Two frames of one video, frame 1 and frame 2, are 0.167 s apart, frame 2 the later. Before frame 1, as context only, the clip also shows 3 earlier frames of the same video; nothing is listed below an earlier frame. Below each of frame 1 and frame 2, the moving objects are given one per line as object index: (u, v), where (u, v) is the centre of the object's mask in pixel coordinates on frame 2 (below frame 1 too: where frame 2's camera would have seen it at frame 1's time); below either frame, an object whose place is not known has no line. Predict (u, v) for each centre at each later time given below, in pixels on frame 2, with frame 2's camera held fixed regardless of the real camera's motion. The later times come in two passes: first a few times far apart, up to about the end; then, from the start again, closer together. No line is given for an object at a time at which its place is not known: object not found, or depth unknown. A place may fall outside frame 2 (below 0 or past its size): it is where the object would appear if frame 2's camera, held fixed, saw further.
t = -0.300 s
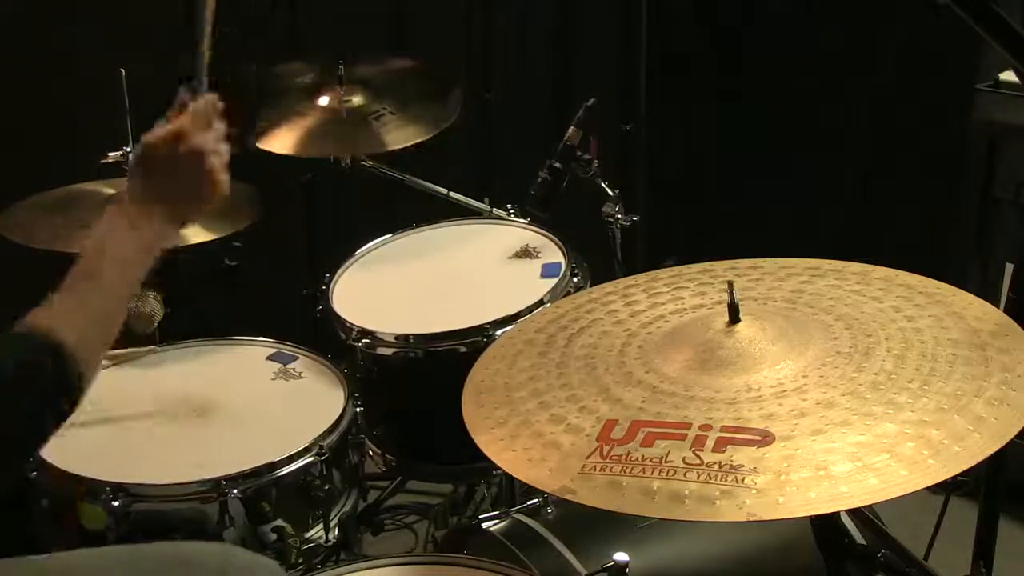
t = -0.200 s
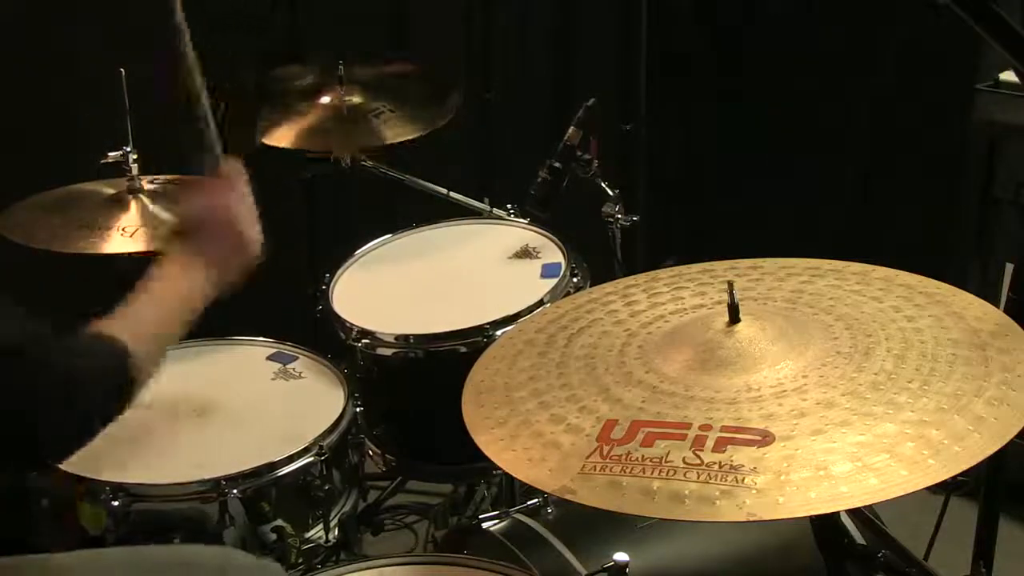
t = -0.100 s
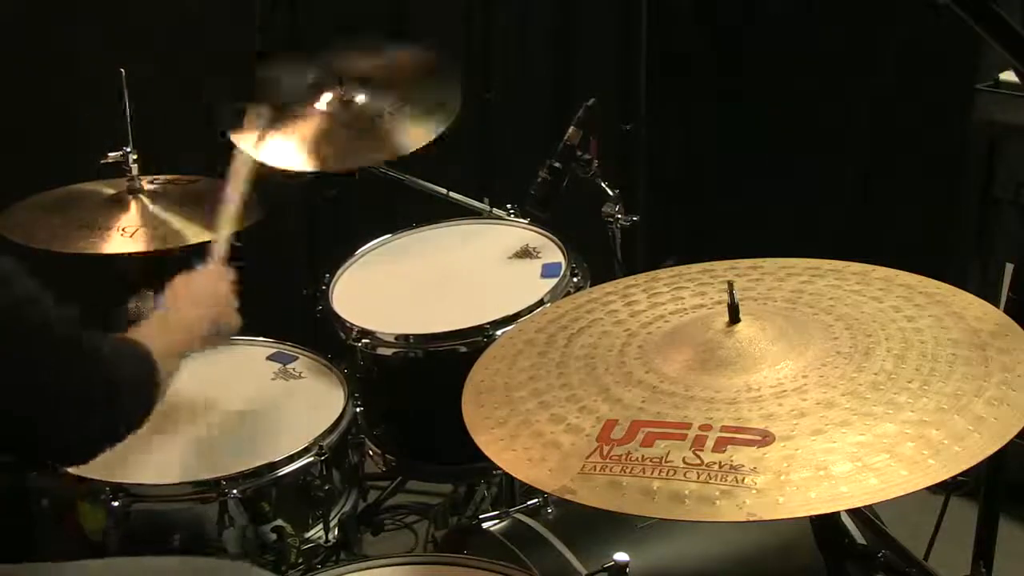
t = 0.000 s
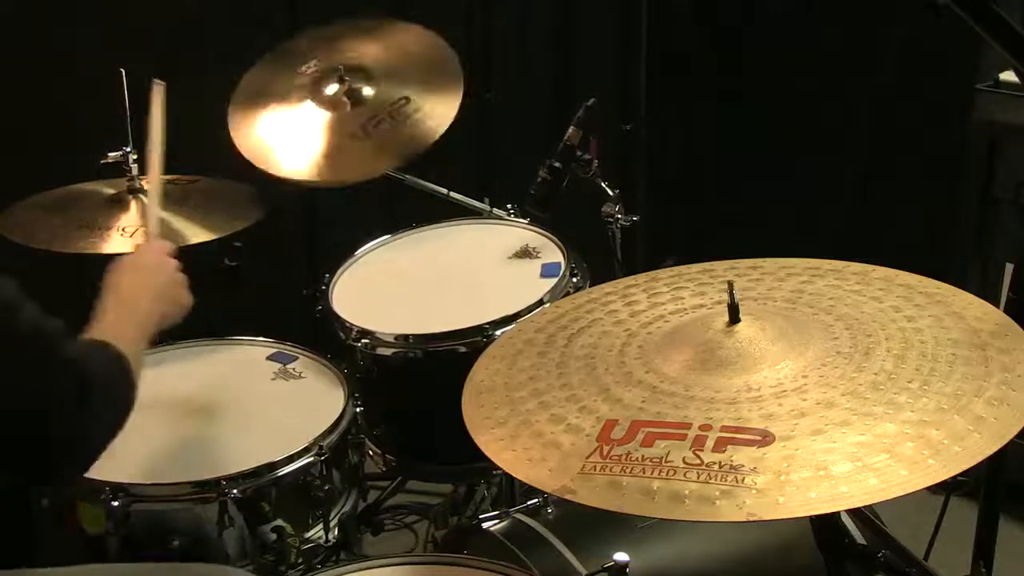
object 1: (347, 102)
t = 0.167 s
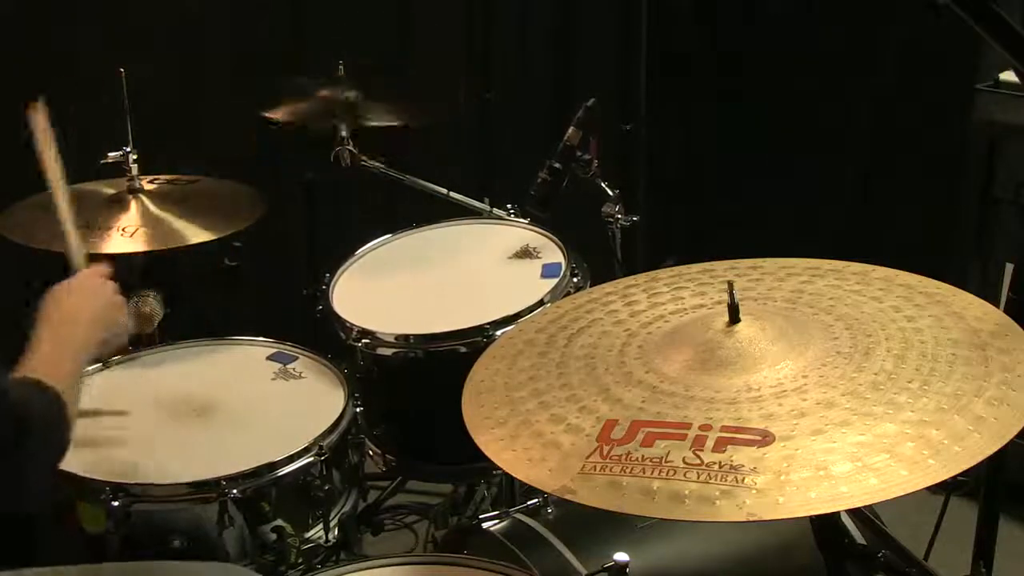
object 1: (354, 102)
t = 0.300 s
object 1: (356, 101)
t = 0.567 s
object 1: (349, 107)
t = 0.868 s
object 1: (354, 106)
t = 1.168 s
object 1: (354, 106)
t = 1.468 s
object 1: (350, 107)
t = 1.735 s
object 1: (350, 107)
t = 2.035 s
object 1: (347, 107)
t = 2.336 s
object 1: (346, 107)
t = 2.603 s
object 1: (346, 107)
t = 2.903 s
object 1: (346, 107)
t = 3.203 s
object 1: (346, 107)
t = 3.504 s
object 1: (346, 107)
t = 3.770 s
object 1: (346, 107)
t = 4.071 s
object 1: (346, 107)
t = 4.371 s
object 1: (346, 107)
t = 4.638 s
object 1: (345, 107)
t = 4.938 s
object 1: (345, 107)
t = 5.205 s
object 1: (345, 107)
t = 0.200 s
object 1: (360, 98)
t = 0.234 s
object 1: (353, 98)
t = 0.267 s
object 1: (353, 97)
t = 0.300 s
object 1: (356, 101)
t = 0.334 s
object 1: (353, 106)
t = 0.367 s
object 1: (346, 106)
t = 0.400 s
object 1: (348, 110)
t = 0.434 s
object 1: (353, 108)
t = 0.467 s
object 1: (353, 107)
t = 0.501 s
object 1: (353, 107)
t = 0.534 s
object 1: (350, 107)
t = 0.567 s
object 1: (349, 107)
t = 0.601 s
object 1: (346, 108)
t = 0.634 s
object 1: (348, 107)
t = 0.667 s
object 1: (346, 107)
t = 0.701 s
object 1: (346, 107)
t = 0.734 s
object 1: (347, 106)
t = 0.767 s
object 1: (350, 106)
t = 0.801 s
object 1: (350, 105)
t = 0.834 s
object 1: (352, 105)
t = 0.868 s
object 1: (354, 106)
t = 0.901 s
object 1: (354, 106)
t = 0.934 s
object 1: (350, 107)
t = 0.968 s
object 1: (351, 107)
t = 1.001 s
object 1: (351, 107)
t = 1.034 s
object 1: (352, 107)
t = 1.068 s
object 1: (353, 107)
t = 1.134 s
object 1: (354, 107)
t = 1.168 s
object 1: (354, 106)
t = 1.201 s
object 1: (353, 106)
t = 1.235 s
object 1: (349, 107)
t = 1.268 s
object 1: (349, 107)
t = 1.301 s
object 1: (350, 107)
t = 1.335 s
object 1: (350, 107)
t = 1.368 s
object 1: (350, 107)
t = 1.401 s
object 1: (351, 107)
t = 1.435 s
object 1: (350, 107)
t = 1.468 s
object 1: (350, 107)
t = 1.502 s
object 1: (349, 107)
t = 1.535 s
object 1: (350, 107)
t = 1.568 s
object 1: (351, 107)
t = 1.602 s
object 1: (351, 107)
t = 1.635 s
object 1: (351, 107)
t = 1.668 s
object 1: (350, 107)
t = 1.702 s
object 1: (350, 107)
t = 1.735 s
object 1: (350, 107)
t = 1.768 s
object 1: (350, 107)
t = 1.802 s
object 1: (350, 107)
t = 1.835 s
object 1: (350, 107)
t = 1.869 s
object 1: (349, 107)
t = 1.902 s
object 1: (349, 107)
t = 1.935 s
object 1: (346, 107)
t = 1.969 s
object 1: (346, 107)
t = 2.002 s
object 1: (346, 107)
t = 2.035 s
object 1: (347, 107)
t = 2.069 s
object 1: (347, 107)
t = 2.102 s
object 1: (347, 107)
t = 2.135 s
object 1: (346, 107)
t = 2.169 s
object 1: (346, 107)
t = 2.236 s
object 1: (346, 107)
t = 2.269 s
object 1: (346, 107)
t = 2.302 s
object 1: (347, 107)
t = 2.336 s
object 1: (346, 107)
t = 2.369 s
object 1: (347, 107)
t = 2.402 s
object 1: (346, 107)
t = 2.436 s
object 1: (346, 107)
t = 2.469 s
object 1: (346, 107)
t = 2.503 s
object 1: (346, 107)
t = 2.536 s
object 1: (346, 107)
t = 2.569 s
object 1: (346, 107)
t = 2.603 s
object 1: (346, 107)
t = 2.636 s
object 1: (346, 107)
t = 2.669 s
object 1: (346, 107)
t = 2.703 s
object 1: (346, 107)
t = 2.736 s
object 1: (346, 107)
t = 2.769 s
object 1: (346, 107)
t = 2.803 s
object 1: (346, 107)
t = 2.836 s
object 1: (347, 107)
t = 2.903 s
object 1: (346, 107)
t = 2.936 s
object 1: (346, 107)
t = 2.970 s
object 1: (347, 107)
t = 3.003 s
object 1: (346, 107)
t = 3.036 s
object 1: (346, 107)
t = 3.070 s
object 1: (346, 107)
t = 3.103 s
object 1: (346, 107)
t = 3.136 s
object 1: (346, 107)
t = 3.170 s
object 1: (346, 107)
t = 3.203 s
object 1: (346, 107)
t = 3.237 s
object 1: (347, 107)
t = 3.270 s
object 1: (346, 107)
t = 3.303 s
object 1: (346, 107)
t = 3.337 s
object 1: (346, 107)
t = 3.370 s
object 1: (346, 107)
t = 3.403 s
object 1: (346, 107)
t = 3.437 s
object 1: (346, 107)
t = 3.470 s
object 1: (346, 107)
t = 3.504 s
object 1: (346, 107)
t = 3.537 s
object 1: (346, 107)
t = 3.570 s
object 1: (346, 107)
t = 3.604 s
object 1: (346, 107)
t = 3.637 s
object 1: (346, 107)
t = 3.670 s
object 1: (346, 107)
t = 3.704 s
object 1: (346, 107)
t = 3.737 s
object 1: (346, 107)
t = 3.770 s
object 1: (346, 107)
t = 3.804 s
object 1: (346, 107)
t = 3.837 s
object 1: (346, 107)
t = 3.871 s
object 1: (346, 107)
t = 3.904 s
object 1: (346, 107)
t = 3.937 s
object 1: (346, 107)
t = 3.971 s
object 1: (346, 107)
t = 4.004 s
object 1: (346, 107)
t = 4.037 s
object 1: (346, 107)
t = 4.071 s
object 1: (346, 107)
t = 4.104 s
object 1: (346, 107)
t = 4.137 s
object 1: (346, 107)
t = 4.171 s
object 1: (346, 107)
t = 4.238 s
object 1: (346, 107)
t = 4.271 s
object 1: (346, 107)
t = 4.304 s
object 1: (346, 107)
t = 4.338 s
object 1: (346, 107)
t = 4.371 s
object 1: (346, 107)
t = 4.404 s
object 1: (346, 107)
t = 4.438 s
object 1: (346, 107)
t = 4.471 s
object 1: (346, 107)
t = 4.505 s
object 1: (346, 107)
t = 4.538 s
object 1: (346, 107)
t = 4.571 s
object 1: (346, 107)
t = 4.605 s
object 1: (345, 107)
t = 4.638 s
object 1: (345, 107)
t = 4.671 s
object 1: (345, 107)
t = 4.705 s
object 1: (345, 107)
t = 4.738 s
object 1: (345, 107)
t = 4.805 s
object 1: (345, 107)
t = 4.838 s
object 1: (345, 107)
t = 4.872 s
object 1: (345, 107)
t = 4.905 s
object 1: (345, 107)
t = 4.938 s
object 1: (345, 107)
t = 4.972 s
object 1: (345, 107)
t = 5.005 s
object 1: (345, 107)
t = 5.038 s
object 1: (345, 107)
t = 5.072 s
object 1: (345, 107)
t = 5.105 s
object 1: (345, 107)
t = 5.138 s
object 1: (345, 107)
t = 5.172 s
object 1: (345, 107)
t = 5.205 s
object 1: (345, 107)
